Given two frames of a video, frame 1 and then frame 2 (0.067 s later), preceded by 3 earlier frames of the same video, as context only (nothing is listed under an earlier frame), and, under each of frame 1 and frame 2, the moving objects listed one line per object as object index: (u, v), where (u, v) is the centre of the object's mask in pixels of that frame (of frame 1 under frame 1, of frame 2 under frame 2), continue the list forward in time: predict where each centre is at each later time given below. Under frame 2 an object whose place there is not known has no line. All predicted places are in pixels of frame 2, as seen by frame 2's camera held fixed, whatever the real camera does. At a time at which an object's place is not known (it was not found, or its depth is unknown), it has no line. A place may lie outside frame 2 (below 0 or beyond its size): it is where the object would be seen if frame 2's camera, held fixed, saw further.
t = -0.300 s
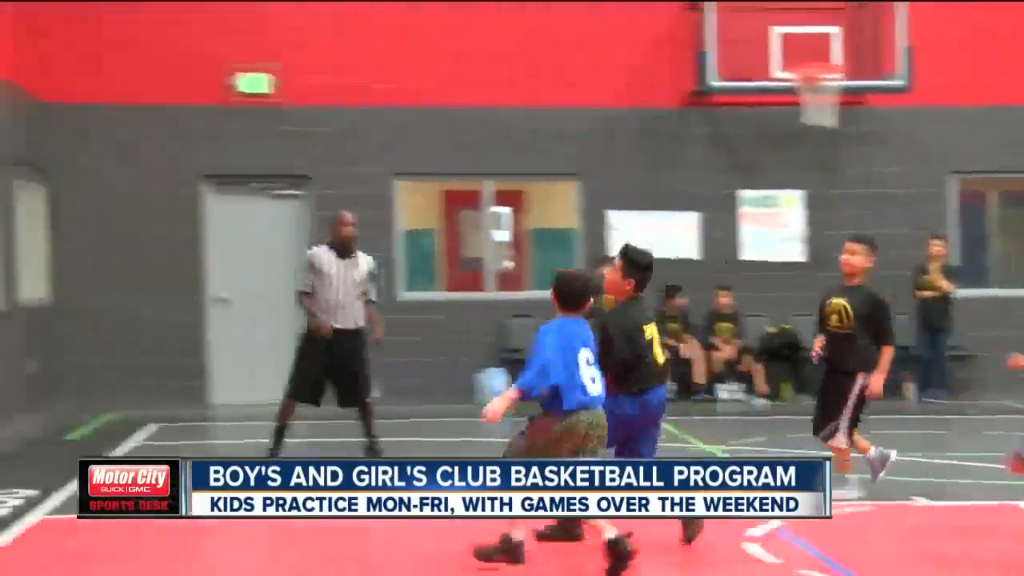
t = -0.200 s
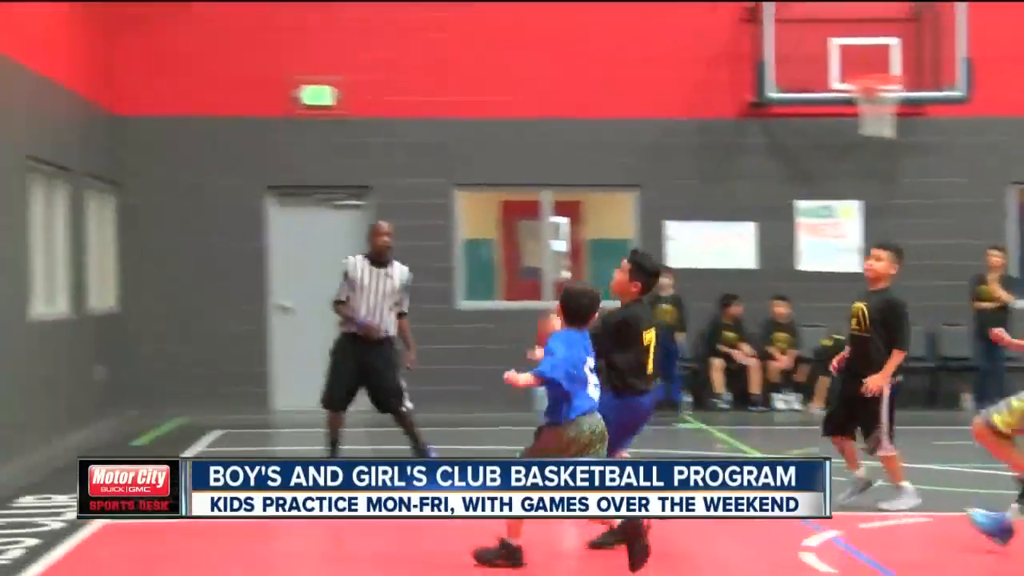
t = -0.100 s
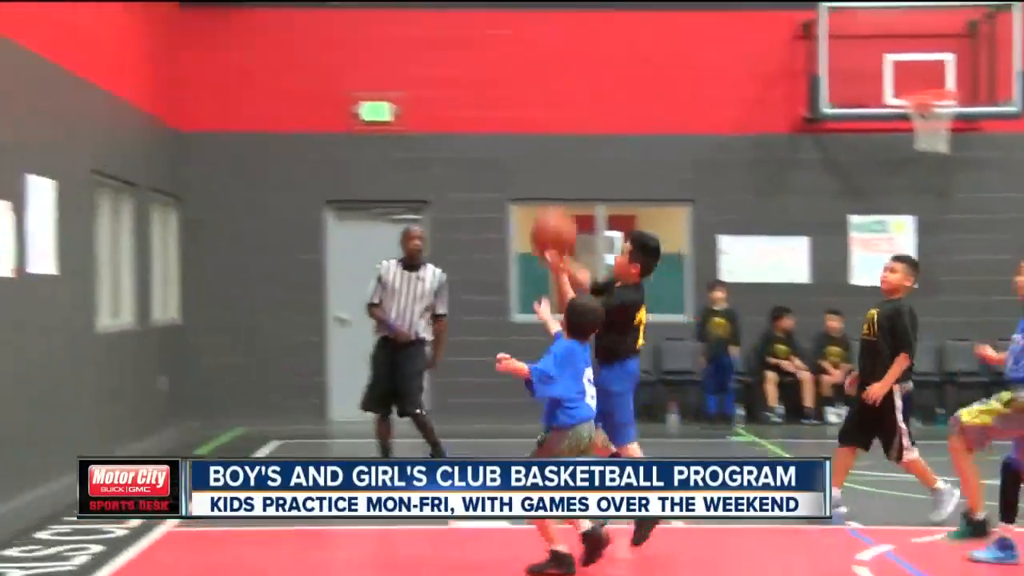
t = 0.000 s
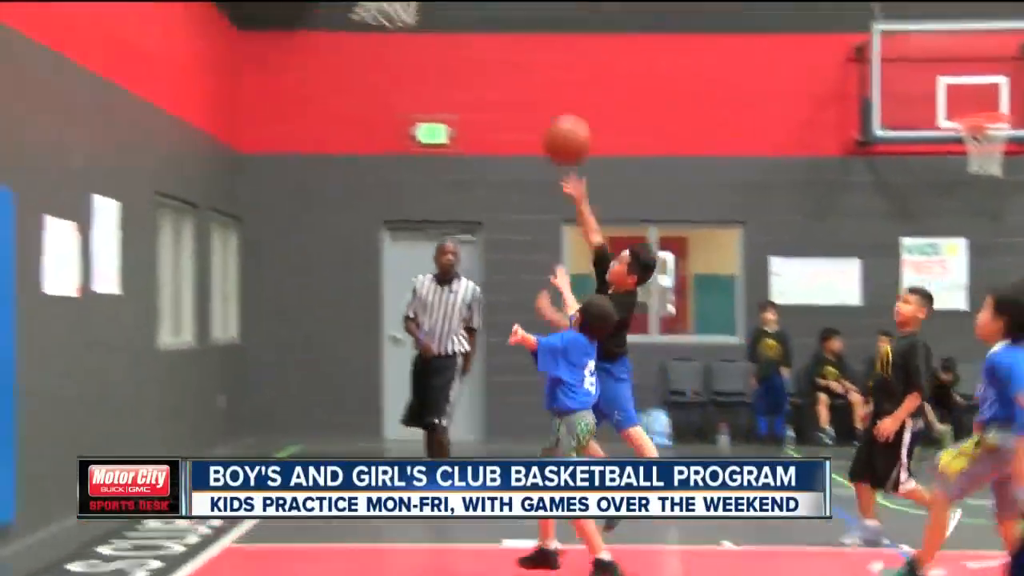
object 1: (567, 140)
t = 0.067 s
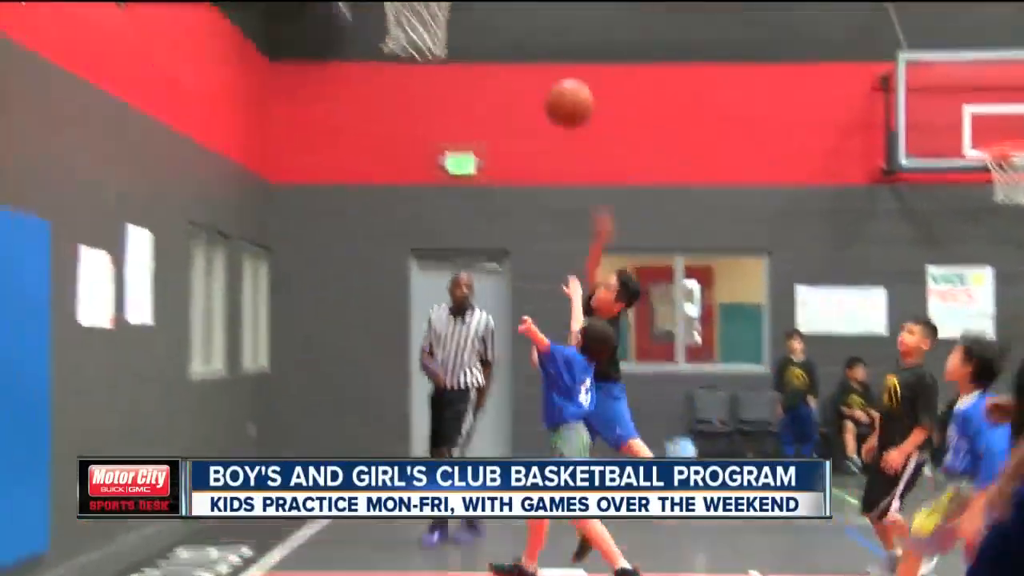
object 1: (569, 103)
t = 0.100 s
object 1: (560, 71)
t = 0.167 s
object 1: (539, 11)
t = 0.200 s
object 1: (527, -16)
